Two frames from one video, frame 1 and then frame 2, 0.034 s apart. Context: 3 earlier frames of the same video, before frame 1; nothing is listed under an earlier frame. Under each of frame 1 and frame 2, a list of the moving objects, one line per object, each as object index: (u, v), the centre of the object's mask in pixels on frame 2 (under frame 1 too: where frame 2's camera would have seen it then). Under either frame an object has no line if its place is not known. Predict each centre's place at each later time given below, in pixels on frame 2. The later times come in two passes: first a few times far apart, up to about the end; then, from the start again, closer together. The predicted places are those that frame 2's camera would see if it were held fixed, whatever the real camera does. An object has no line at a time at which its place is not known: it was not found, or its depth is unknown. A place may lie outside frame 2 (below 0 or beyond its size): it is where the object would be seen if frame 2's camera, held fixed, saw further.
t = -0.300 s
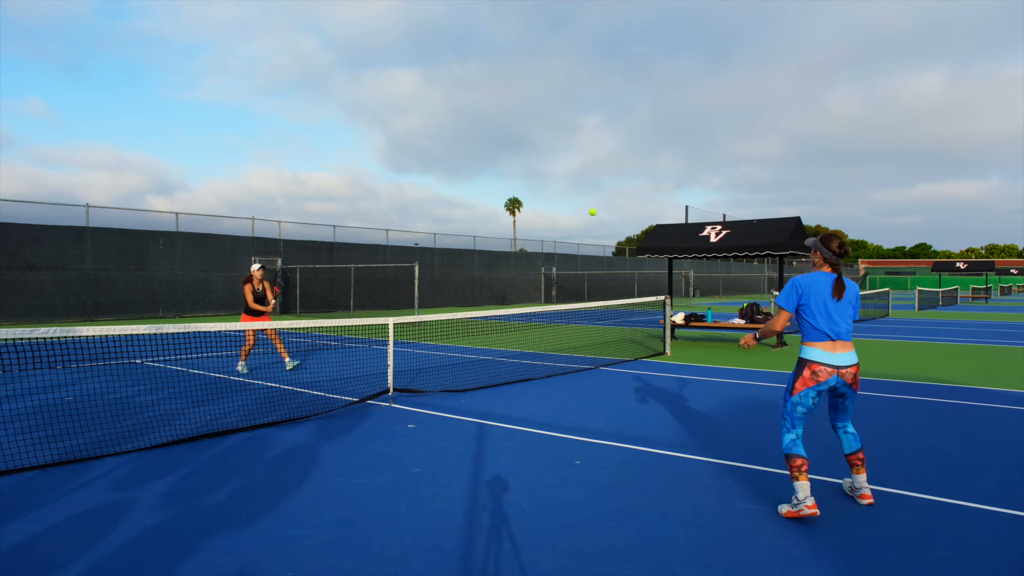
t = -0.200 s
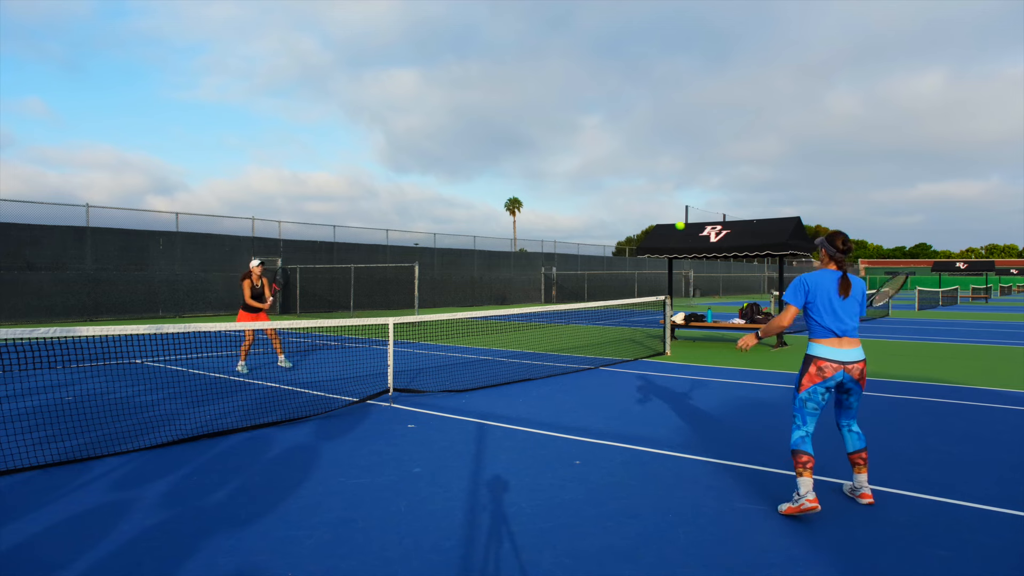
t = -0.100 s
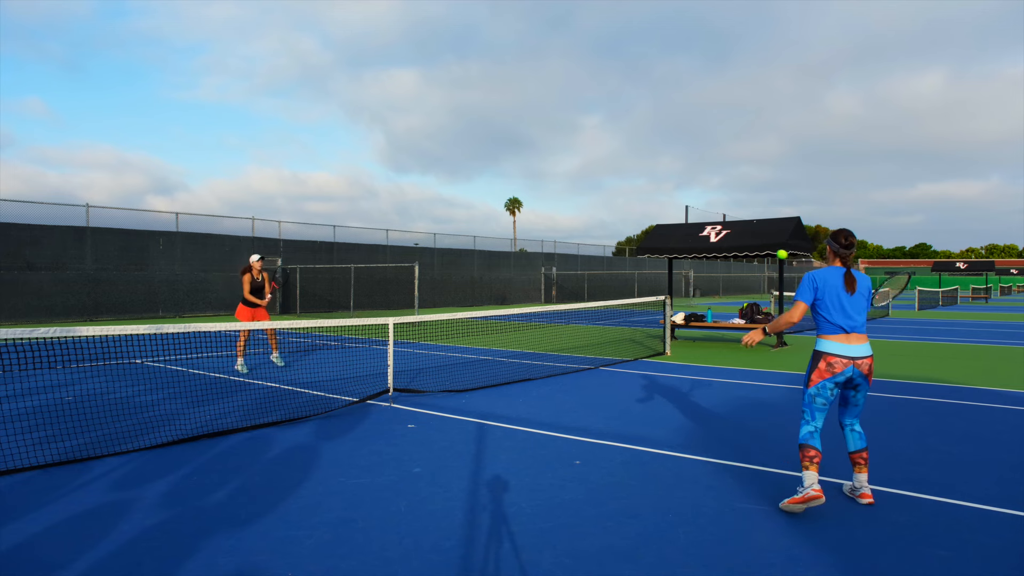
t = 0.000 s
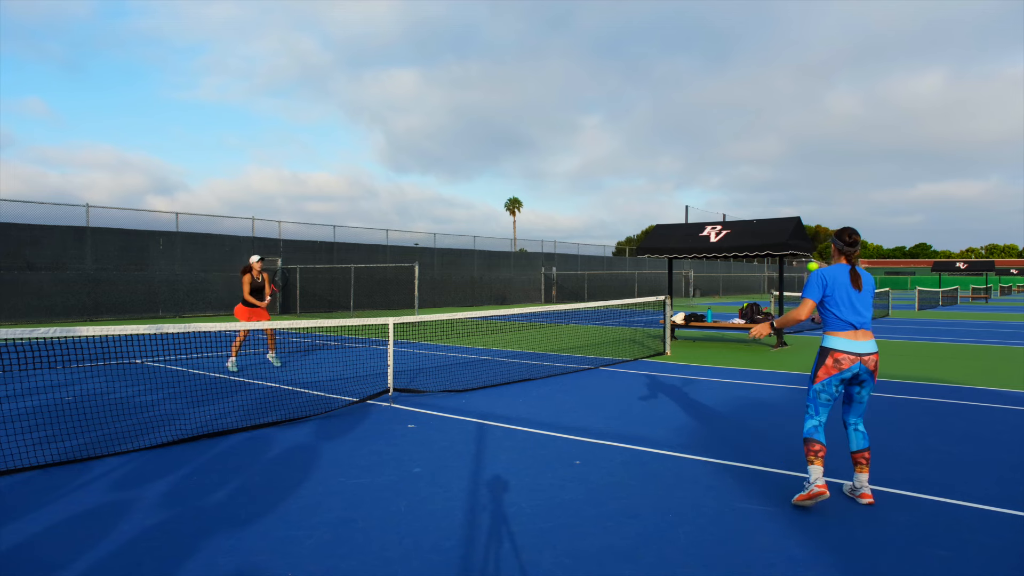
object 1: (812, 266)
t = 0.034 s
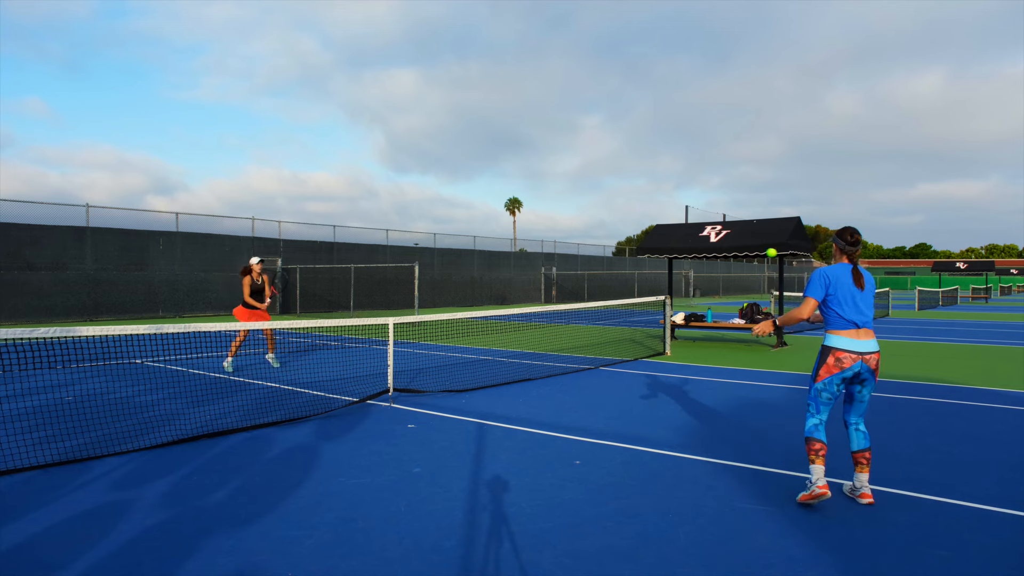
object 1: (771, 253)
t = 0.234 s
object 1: (582, 212)
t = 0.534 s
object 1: (406, 234)
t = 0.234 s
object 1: (582, 212)
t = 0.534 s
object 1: (406, 234)
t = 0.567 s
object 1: (391, 240)
